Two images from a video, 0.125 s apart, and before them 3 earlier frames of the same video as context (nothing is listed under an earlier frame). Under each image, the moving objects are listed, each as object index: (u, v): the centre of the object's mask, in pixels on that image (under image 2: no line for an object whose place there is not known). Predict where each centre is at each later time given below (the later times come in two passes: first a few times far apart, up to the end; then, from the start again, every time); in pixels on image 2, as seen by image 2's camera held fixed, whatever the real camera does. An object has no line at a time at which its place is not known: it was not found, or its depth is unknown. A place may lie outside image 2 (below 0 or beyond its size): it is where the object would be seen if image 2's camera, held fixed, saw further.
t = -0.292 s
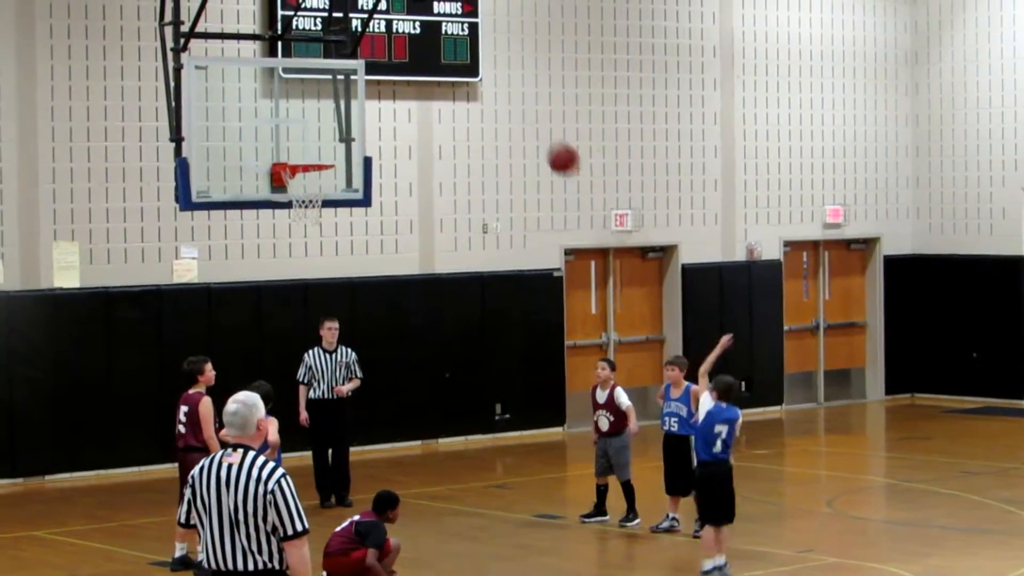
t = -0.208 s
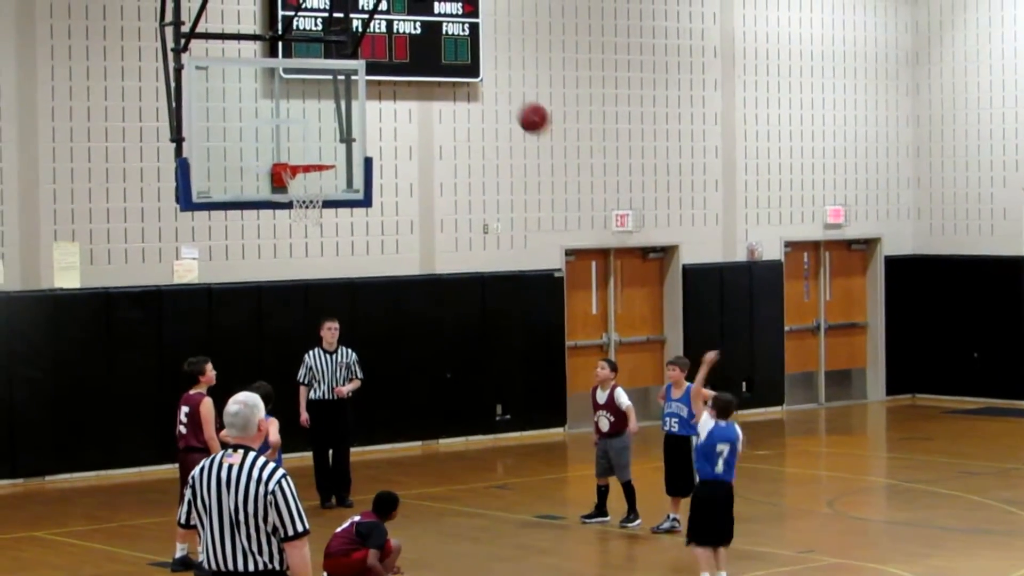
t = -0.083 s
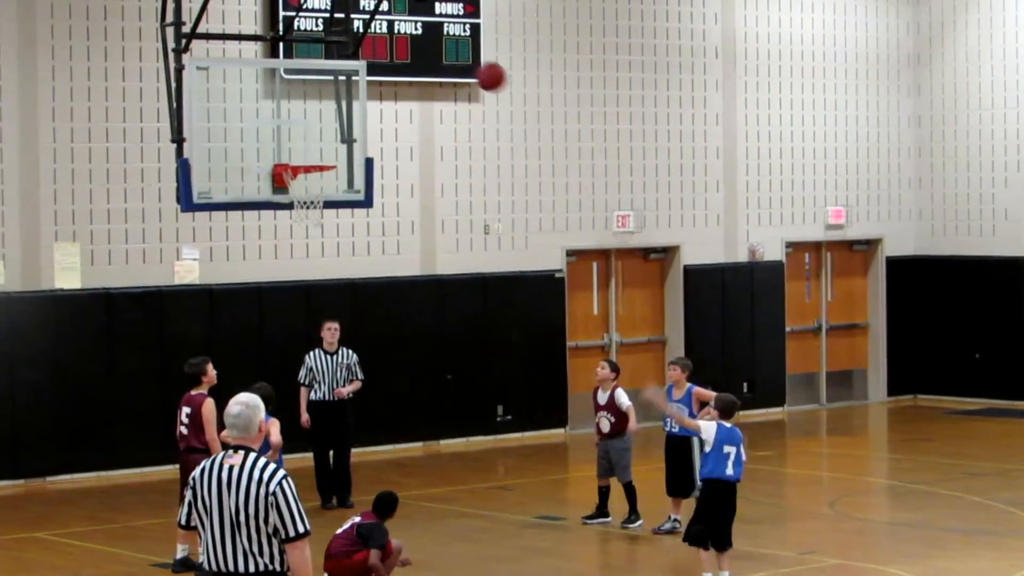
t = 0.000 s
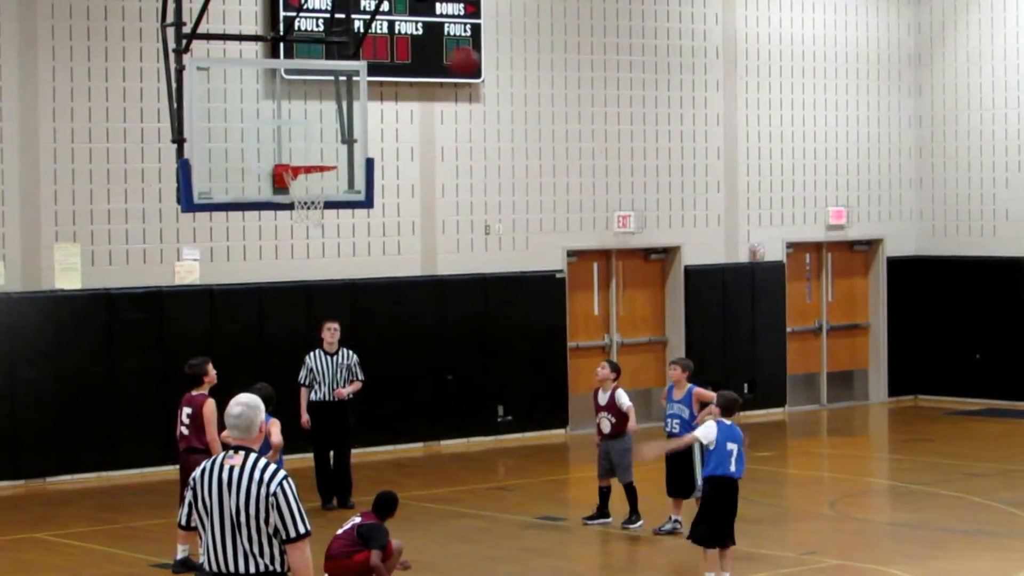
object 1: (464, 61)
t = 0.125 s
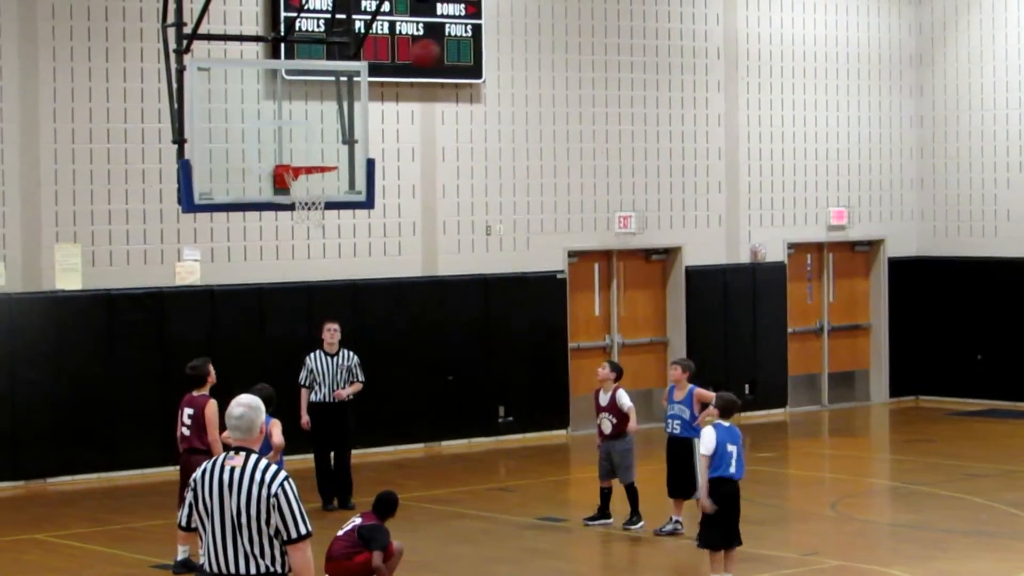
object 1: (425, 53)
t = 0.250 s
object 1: (386, 67)
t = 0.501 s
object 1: (316, 145)
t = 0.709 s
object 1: (274, 237)
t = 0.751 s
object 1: (266, 261)
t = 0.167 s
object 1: (412, 56)
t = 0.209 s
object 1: (399, 60)
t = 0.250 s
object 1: (386, 67)
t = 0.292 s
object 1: (374, 74)
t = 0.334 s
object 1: (361, 85)
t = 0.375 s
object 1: (349, 96)
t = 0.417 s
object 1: (339, 110)
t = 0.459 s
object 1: (327, 126)
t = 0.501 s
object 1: (316, 145)
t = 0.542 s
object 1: (305, 164)
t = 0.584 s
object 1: (298, 180)
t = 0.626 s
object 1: (290, 197)
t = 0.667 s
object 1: (282, 216)
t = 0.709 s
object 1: (274, 237)
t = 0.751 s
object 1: (266, 261)
